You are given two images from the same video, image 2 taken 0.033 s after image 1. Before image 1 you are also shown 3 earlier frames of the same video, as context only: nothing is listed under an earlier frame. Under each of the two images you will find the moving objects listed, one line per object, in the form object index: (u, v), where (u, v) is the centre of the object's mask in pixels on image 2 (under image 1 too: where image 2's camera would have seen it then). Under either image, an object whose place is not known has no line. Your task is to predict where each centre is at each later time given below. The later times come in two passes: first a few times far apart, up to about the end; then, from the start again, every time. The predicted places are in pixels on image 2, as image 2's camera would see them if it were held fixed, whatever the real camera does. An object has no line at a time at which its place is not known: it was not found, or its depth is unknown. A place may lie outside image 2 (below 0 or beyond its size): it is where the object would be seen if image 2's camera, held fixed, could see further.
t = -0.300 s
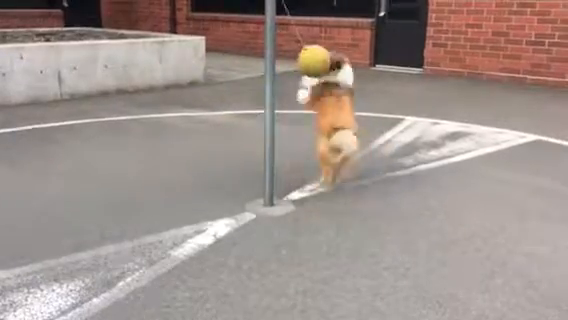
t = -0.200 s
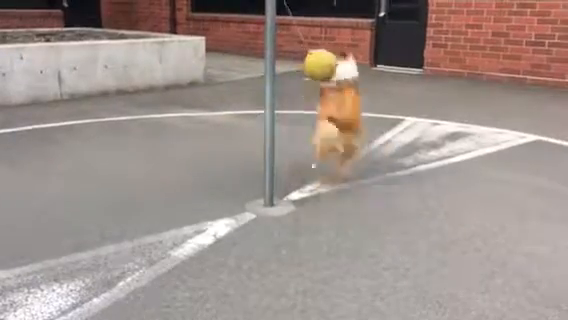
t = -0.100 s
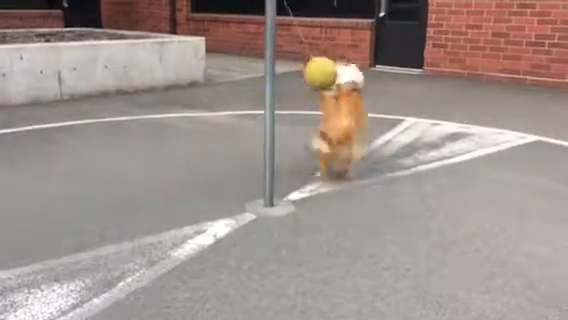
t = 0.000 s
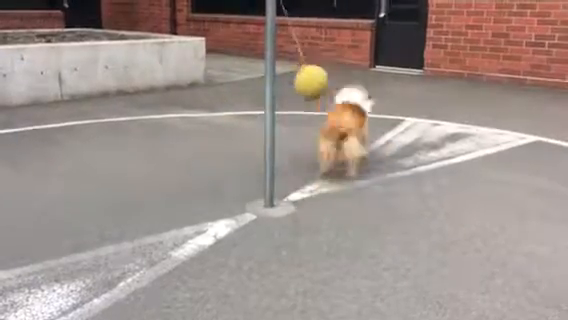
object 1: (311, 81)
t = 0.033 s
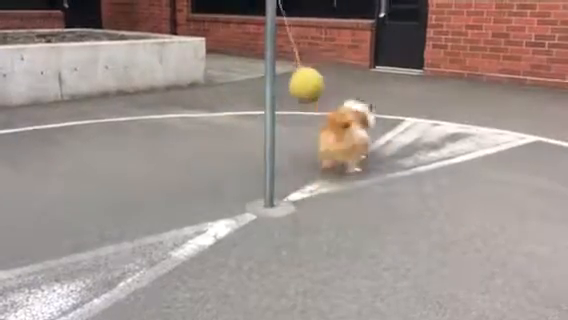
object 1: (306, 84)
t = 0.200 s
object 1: (269, 88)
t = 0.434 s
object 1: (225, 71)
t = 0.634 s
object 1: (228, 73)
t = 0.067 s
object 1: (300, 87)
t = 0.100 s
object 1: (294, 89)
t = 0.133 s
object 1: (286, 90)
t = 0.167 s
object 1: (278, 89)
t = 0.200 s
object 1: (269, 88)
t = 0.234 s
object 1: (261, 85)
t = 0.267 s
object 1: (253, 83)
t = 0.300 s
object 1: (245, 80)
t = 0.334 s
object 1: (238, 77)
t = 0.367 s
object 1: (234, 75)
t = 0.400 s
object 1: (229, 72)
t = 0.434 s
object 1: (225, 71)
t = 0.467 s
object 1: (223, 70)
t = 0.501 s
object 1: (222, 70)
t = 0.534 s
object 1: (222, 70)
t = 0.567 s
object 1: (223, 71)
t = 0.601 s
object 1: (225, 72)
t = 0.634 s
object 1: (228, 73)
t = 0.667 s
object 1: (232, 76)
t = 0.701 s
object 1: (237, 77)
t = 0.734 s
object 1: (242, 79)
